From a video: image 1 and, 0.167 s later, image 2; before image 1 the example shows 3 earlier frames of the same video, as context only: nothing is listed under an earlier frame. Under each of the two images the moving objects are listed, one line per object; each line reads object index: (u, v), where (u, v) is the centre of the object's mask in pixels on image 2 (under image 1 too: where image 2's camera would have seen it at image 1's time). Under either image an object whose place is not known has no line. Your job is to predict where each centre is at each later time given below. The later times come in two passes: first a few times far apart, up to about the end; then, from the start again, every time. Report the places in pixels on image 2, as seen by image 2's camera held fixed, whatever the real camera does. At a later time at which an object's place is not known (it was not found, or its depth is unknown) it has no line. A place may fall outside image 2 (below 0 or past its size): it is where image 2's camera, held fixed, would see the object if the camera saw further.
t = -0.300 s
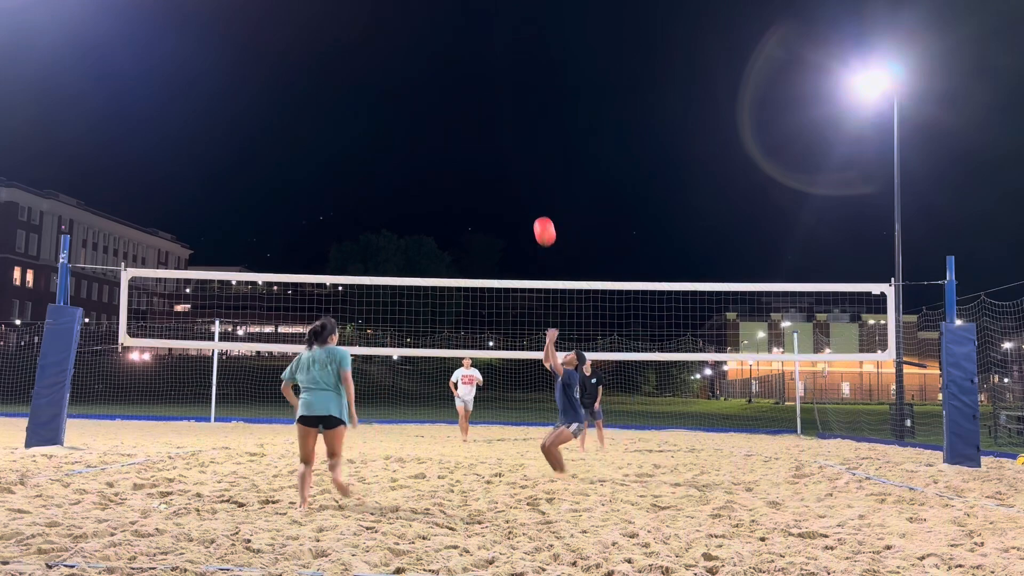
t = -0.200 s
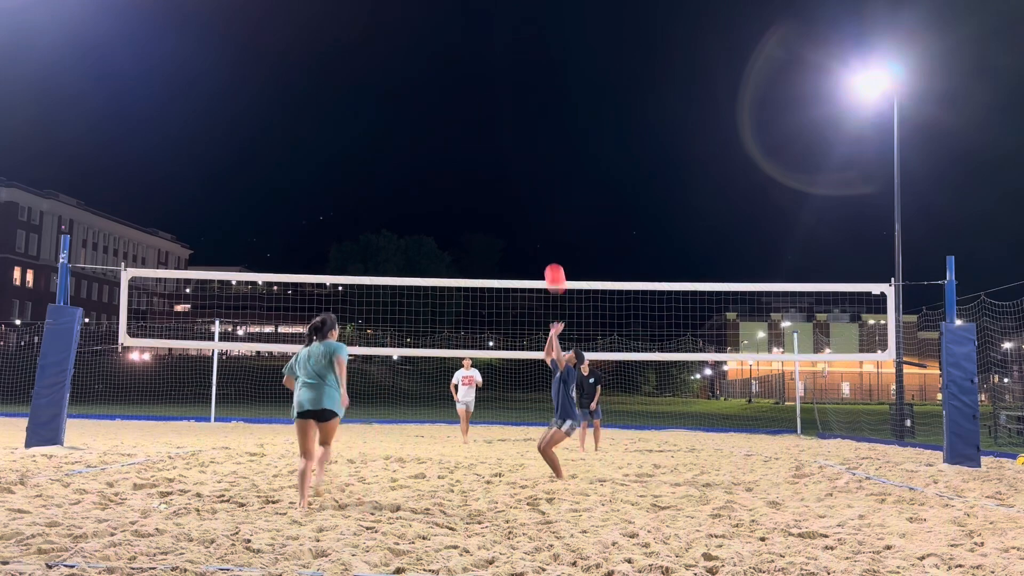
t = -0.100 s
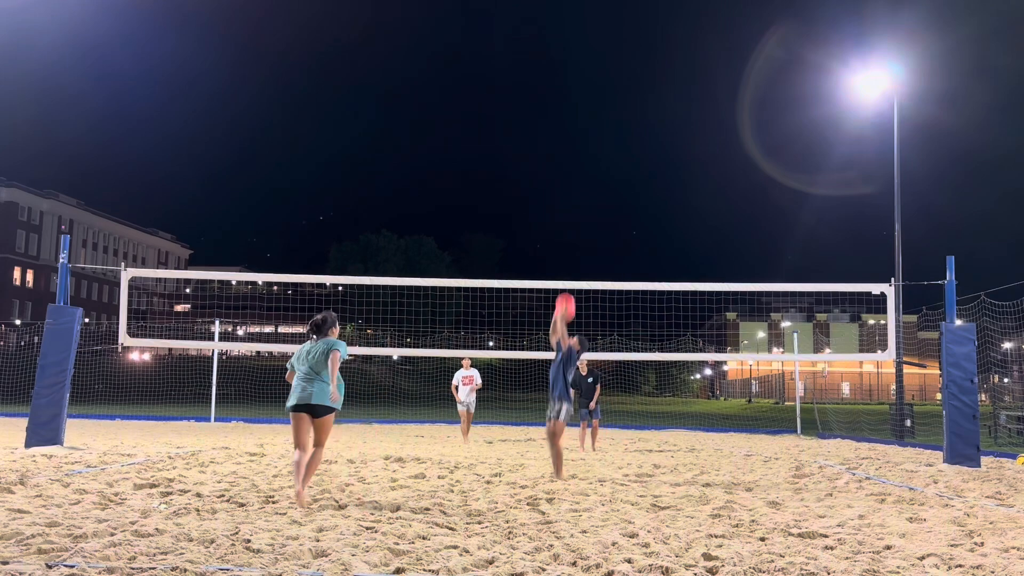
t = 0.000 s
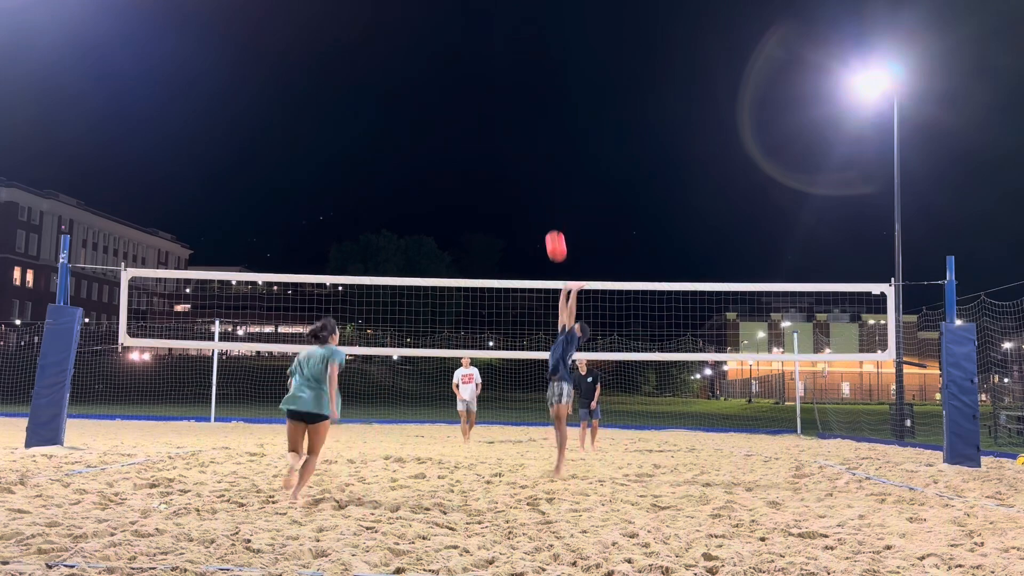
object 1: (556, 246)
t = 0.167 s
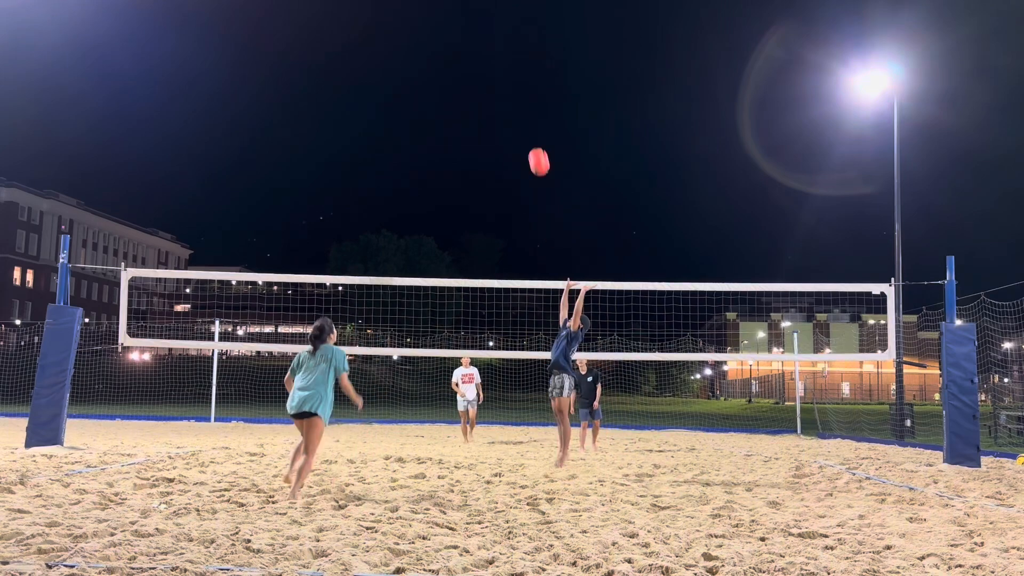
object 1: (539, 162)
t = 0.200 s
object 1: (536, 148)
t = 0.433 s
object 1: (515, 81)
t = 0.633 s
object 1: (500, 60)
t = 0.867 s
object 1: (483, 77)
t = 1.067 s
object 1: (469, 126)
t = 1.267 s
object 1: (458, 205)
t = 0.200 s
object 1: (536, 148)
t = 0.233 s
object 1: (533, 136)
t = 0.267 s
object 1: (530, 124)
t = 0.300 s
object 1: (527, 113)
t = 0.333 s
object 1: (524, 104)
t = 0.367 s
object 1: (521, 95)
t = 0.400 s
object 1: (518, 87)
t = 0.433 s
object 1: (515, 81)
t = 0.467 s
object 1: (513, 75)
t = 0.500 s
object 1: (510, 70)
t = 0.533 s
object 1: (507, 66)
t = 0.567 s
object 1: (505, 63)
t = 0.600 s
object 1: (502, 61)
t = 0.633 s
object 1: (500, 60)
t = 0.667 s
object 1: (497, 60)
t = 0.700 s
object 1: (495, 60)
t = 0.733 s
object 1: (492, 62)
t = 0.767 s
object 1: (490, 64)
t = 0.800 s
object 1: (487, 68)
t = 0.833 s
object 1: (485, 72)
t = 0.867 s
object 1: (483, 77)
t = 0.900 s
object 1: (480, 83)
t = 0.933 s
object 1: (478, 90)
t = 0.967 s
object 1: (476, 98)
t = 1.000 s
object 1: (474, 106)
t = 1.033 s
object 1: (472, 116)
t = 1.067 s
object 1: (469, 126)
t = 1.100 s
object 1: (467, 137)
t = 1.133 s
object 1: (465, 149)
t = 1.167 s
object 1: (463, 162)
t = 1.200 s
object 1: (461, 176)
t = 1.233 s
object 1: (460, 190)
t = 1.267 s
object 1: (458, 205)
